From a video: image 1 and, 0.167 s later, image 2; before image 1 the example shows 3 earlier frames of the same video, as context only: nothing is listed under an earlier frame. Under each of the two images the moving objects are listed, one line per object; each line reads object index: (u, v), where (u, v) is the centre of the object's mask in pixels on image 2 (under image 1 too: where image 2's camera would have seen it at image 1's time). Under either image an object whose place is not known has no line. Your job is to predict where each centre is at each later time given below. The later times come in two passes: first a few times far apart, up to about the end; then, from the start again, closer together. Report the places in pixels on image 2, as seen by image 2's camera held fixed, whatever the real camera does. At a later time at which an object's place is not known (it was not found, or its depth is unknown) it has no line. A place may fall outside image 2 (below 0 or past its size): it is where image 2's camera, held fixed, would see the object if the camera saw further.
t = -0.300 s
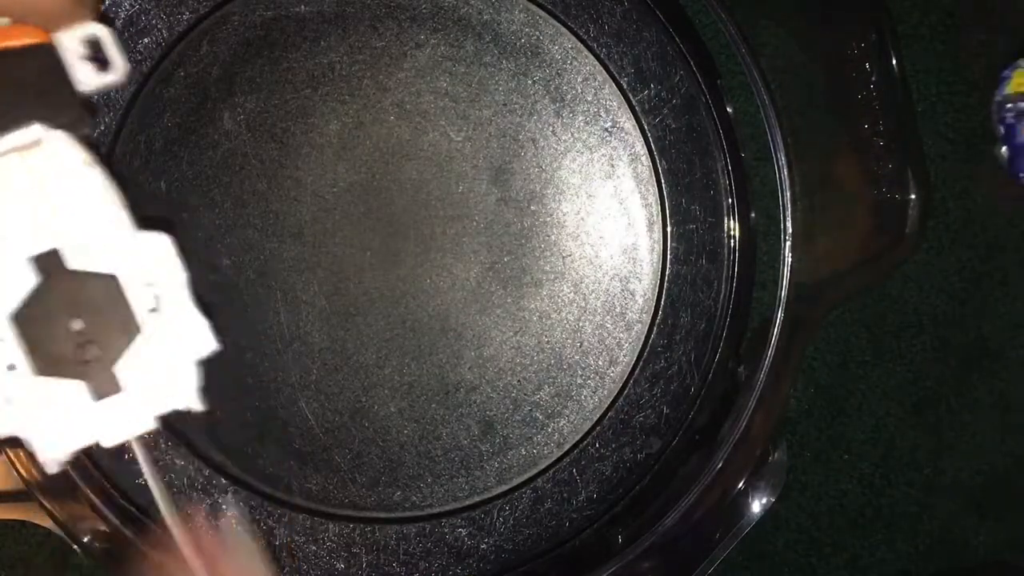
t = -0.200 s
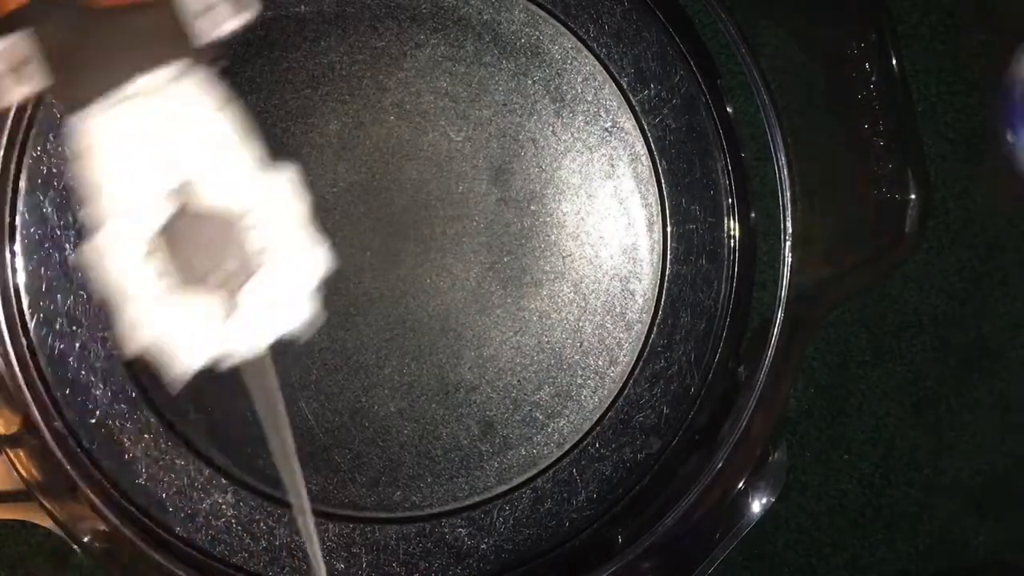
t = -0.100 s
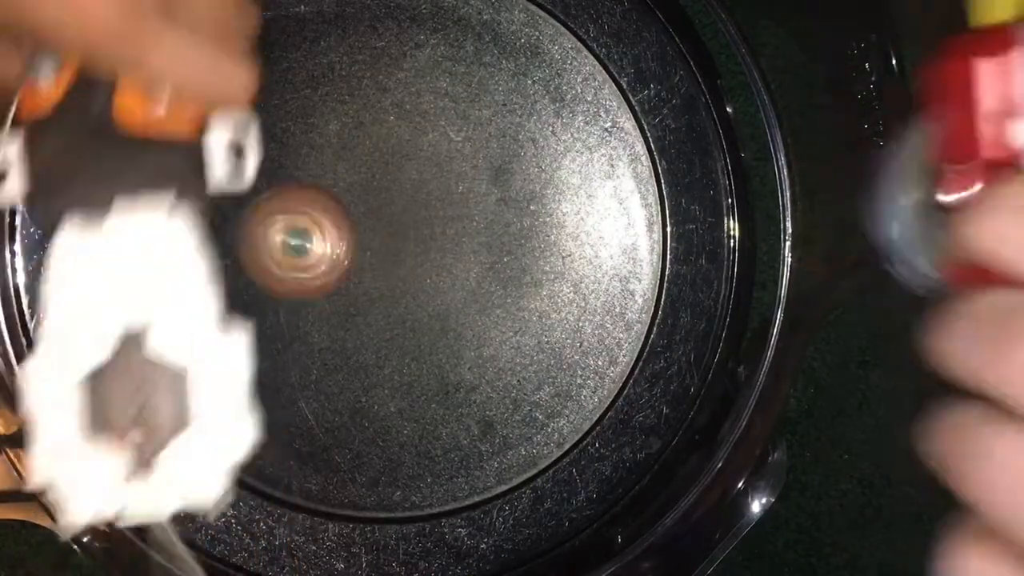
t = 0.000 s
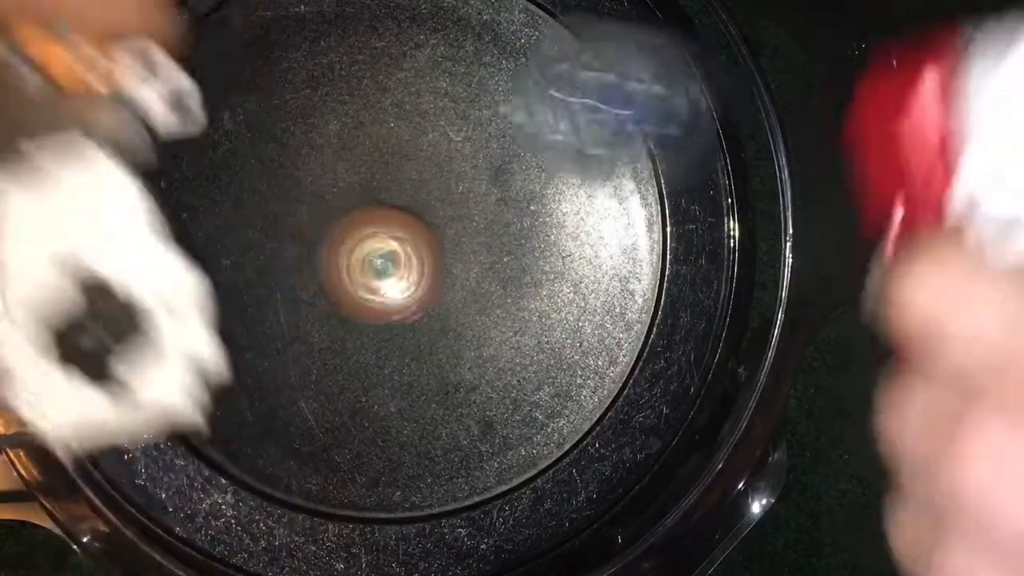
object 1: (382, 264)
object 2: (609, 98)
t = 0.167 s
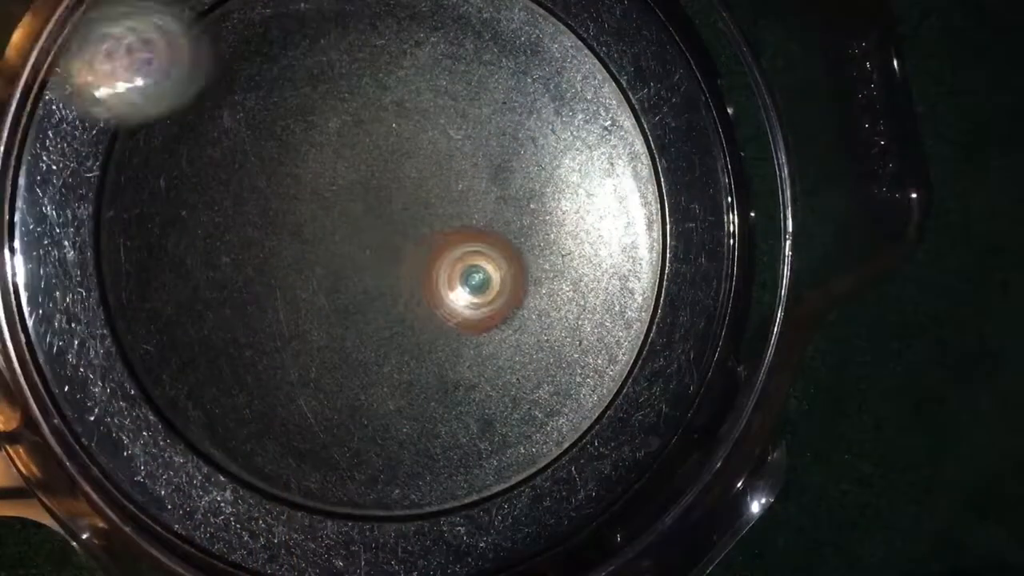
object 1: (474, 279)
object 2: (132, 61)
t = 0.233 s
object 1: (491, 273)
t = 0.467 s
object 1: (479, 252)
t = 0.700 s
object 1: (598, 157)
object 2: (449, 381)
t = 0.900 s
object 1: (509, 51)
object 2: (552, 223)
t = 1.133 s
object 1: (371, 10)
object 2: (382, 158)
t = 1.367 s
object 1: (309, 63)
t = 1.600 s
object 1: (343, 204)
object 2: (582, 440)
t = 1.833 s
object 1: (411, 244)
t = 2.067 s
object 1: (454, 239)
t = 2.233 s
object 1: (435, 132)
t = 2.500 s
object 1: (251, 168)
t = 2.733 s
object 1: (316, 332)
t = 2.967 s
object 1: (484, 312)
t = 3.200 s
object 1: (448, 377)
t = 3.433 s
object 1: (371, 355)
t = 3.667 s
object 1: (259, 300)
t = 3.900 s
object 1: (225, 299)
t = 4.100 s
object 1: (222, 304)
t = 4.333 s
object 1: (271, 268)
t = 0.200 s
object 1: (484, 276)
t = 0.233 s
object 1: (491, 273)
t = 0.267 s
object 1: (490, 272)
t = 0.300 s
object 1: (487, 269)
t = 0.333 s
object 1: (480, 266)
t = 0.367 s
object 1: (473, 263)
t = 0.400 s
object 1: (465, 261)
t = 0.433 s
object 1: (458, 260)
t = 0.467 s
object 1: (479, 252)
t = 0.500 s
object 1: (519, 233)
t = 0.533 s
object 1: (555, 217)
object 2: (341, 385)
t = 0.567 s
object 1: (584, 200)
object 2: (355, 403)
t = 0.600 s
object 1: (602, 187)
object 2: (370, 412)
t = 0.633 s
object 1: (608, 175)
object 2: (391, 411)
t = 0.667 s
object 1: (606, 165)
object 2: (418, 402)
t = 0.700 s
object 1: (598, 157)
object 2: (449, 381)
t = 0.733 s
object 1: (587, 149)
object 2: (478, 355)
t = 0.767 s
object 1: (572, 144)
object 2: (508, 315)
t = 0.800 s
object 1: (556, 140)
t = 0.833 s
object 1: (540, 112)
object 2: (545, 248)
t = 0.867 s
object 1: (527, 79)
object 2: (551, 238)
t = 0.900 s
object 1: (509, 51)
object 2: (552, 223)
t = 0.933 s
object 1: (492, 40)
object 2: (545, 201)
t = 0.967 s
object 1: (472, 35)
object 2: (532, 176)
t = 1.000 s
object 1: (456, 33)
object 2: (513, 148)
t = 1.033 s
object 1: (438, 32)
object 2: (487, 128)
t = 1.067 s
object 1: (416, 19)
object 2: (460, 136)
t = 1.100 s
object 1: (393, 12)
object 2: (420, 145)
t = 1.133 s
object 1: (371, 10)
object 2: (382, 158)
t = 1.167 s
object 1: (356, 10)
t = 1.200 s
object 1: (342, 14)
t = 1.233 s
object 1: (330, 19)
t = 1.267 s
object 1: (322, 24)
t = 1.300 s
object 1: (315, 33)
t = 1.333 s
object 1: (311, 45)
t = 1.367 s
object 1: (309, 63)
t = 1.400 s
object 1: (309, 87)
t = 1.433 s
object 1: (311, 113)
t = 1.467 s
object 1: (316, 135)
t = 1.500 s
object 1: (321, 156)
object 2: (404, 508)
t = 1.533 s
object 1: (327, 175)
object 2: (465, 499)
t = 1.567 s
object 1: (334, 190)
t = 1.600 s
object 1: (343, 204)
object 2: (582, 440)
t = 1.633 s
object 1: (350, 214)
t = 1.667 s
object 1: (361, 223)
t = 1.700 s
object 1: (372, 230)
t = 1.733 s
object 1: (381, 235)
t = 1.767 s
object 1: (392, 240)
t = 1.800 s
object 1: (401, 242)
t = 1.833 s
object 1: (411, 244)
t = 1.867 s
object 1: (420, 245)
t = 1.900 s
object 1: (428, 245)
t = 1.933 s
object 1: (435, 245)
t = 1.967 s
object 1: (442, 244)
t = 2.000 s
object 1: (448, 243)
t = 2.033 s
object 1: (451, 241)
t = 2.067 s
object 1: (454, 239)
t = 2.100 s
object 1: (455, 237)
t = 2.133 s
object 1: (456, 233)
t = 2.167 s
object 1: (455, 234)
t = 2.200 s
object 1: (456, 234)
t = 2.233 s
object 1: (435, 132)
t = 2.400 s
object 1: (291, 30)
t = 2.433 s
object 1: (273, 59)
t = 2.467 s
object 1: (259, 109)
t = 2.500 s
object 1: (251, 168)
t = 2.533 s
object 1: (252, 214)
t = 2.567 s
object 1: (257, 250)
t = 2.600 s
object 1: (266, 280)
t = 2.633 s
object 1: (277, 300)
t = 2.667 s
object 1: (290, 316)
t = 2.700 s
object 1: (304, 327)
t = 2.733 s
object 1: (316, 332)
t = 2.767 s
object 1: (333, 335)
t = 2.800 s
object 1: (370, 333)
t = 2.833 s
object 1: (405, 332)
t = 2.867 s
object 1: (433, 328)
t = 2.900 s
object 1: (455, 324)
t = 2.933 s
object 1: (473, 319)
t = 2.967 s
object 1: (484, 312)
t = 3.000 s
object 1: (491, 307)
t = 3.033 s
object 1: (495, 304)
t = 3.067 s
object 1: (489, 304)
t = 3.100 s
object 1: (483, 324)
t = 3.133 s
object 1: (471, 346)
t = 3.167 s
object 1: (458, 363)
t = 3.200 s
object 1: (448, 377)
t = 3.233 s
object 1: (437, 389)
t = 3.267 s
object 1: (428, 395)
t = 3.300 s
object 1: (421, 399)
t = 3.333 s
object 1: (413, 400)
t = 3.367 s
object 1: (406, 397)
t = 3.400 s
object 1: (388, 378)
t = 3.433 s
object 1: (371, 355)
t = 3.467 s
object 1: (354, 333)
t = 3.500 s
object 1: (332, 326)
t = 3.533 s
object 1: (313, 319)
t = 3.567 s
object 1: (294, 312)
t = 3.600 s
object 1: (280, 307)
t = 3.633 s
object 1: (268, 302)
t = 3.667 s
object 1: (259, 300)
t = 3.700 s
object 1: (253, 298)
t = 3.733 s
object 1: (251, 297)
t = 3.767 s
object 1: (251, 297)
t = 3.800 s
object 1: (252, 297)
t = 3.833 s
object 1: (245, 297)
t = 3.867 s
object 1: (233, 298)
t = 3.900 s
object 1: (225, 299)
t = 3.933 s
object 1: (218, 301)
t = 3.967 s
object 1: (215, 303)
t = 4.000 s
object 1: (213, 304)
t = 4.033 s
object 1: (213, 305)
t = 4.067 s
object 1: (216, 306)
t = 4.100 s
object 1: (222, 304)
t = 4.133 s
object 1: (230, 302)
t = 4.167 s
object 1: (239, 299)
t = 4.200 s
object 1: (248, 296)
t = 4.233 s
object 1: (258, 293)
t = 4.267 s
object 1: (267, 288)
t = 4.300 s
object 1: (267, 278)
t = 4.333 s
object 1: (271, 268)
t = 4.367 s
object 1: (276, 262)
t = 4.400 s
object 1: (281, 255)
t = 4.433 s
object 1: (287, 249)
